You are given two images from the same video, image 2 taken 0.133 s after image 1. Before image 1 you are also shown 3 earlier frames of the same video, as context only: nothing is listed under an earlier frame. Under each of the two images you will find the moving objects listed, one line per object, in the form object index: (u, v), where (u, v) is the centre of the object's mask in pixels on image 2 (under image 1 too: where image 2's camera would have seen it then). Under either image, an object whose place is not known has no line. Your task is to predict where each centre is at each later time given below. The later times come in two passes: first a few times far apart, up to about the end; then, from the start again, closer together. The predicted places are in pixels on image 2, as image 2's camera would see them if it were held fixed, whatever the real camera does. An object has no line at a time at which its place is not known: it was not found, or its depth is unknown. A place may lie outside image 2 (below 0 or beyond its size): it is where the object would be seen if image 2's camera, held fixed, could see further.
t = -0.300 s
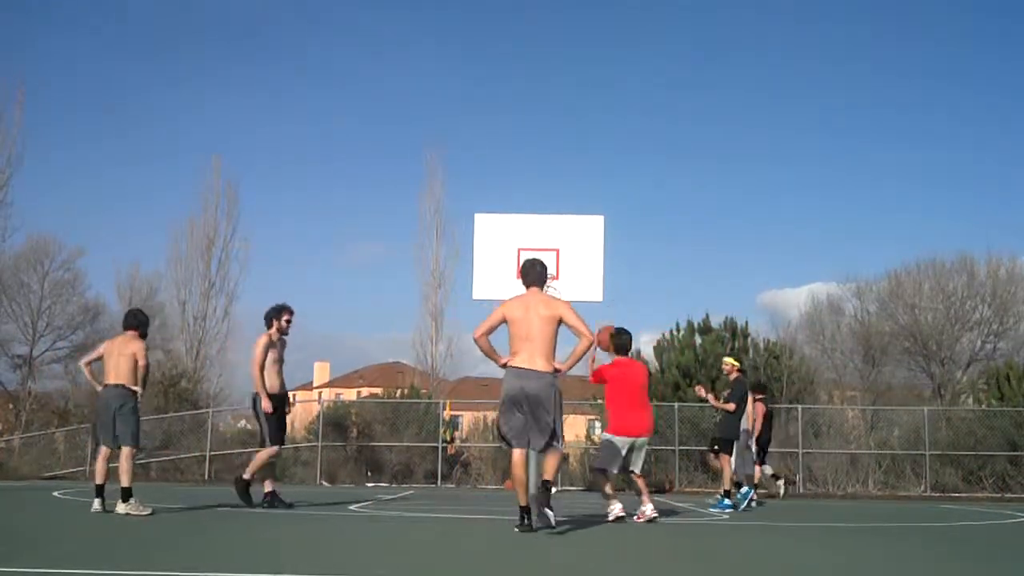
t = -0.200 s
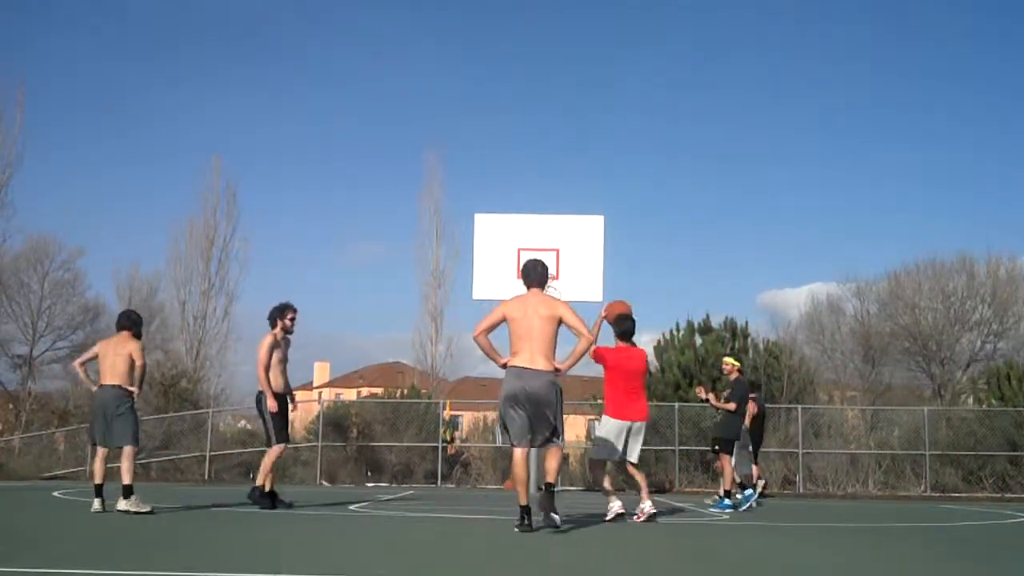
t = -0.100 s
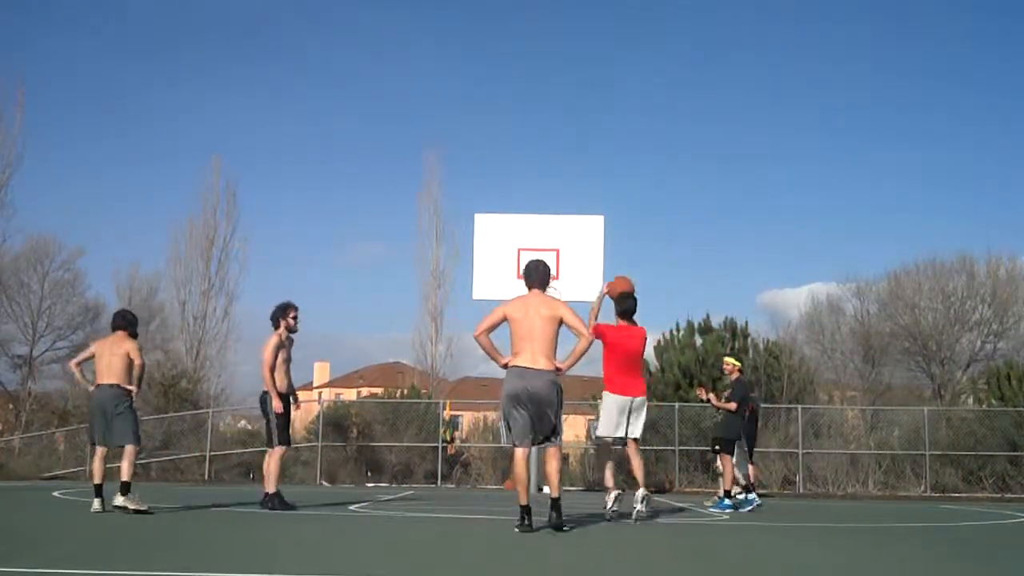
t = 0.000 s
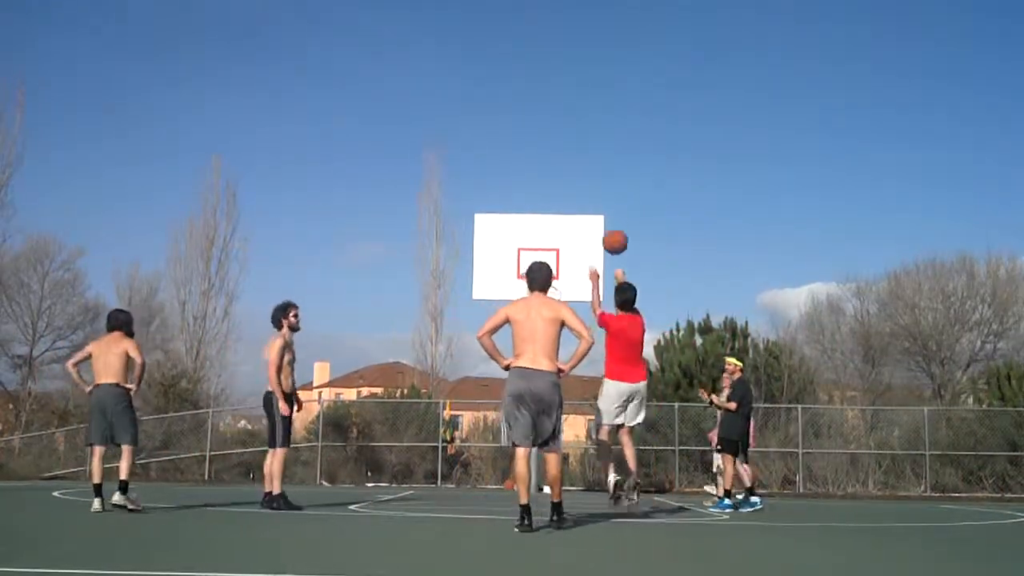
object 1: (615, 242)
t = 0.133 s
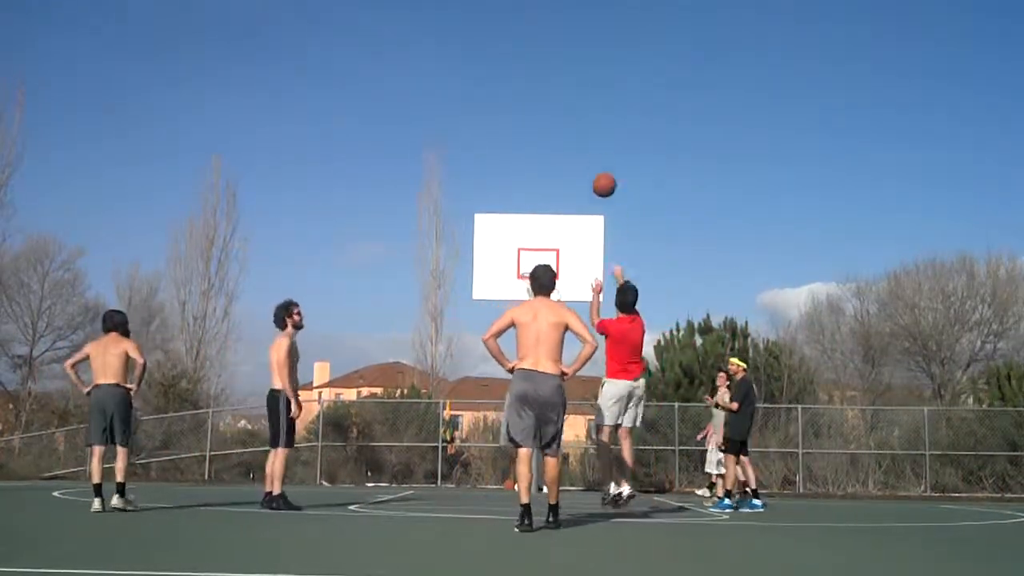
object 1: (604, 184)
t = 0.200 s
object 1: (600, 166)
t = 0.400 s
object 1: (587, 137)
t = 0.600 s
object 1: (576, 145)
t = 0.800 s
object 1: (566, 181)
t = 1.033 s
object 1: (555, 252)
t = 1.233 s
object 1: (572, 268)
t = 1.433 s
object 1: (600, 279)
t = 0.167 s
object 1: (602, 174)
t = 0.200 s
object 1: (600, 166)
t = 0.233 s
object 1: (597, 159)
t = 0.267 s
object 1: (595, 151)
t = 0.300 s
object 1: (593, 146)
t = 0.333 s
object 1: (591, 142)
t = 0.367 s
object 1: (589, 139)
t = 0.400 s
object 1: (587, 137)
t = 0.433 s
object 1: (585, 136)
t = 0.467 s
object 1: (583, 136)
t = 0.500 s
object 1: (581, 137)
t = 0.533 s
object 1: (579, 138)
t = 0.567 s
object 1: (577, 142)
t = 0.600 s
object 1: (576, 145)
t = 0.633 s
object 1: (574, 149)
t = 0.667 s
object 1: (572, 154)
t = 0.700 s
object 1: (571, 160)
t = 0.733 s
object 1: (569, 166)
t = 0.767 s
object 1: (567, 173)
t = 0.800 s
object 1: (566, 181)
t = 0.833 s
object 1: (564, 189)
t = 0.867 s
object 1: (563, 198)
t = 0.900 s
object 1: (561, 209)
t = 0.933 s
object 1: (559, 218)
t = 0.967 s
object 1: (558, 228)
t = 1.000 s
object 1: (556, 240)
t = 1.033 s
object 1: (555, 252)
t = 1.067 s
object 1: (553, 263)
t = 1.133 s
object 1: (562, 272)
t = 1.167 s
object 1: (564, 269)
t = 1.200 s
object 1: (568, 268)
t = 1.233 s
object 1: (572, 268)
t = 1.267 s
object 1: (577, 268)
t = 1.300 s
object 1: (581, 268)
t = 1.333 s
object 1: (586, 270)
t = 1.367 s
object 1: (590, 272)
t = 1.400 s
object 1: (595, 275)
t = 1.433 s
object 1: (600, 279)
